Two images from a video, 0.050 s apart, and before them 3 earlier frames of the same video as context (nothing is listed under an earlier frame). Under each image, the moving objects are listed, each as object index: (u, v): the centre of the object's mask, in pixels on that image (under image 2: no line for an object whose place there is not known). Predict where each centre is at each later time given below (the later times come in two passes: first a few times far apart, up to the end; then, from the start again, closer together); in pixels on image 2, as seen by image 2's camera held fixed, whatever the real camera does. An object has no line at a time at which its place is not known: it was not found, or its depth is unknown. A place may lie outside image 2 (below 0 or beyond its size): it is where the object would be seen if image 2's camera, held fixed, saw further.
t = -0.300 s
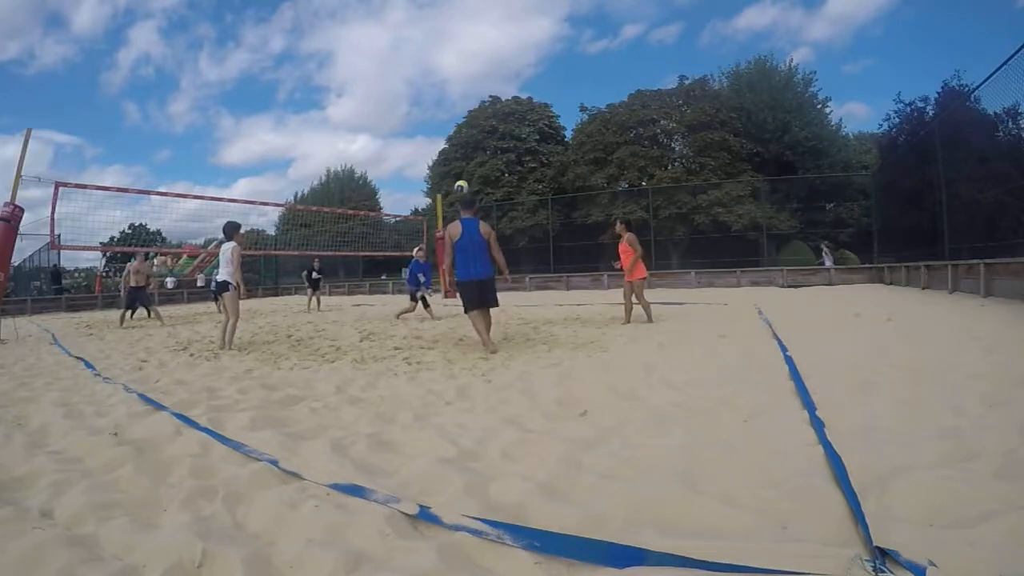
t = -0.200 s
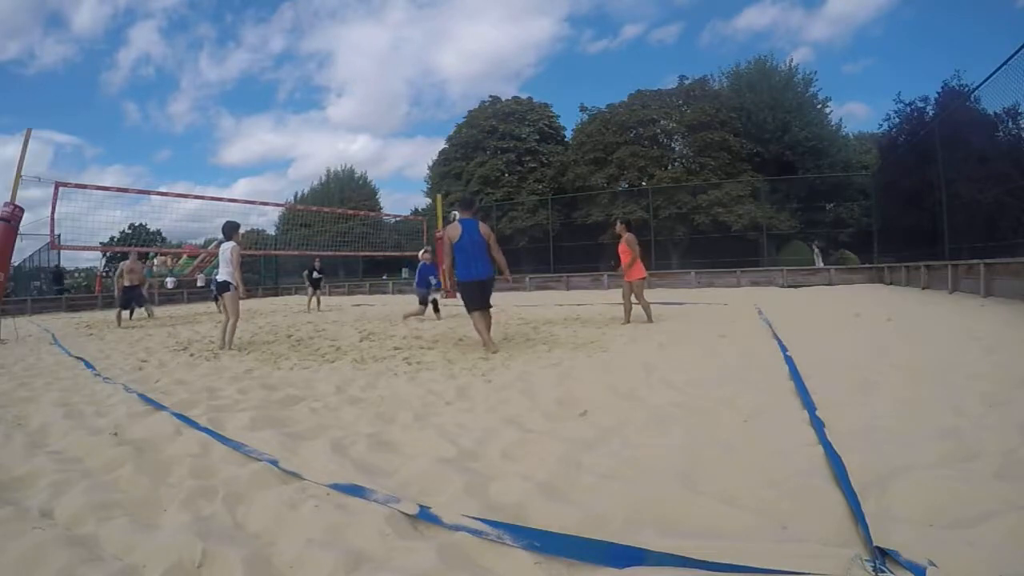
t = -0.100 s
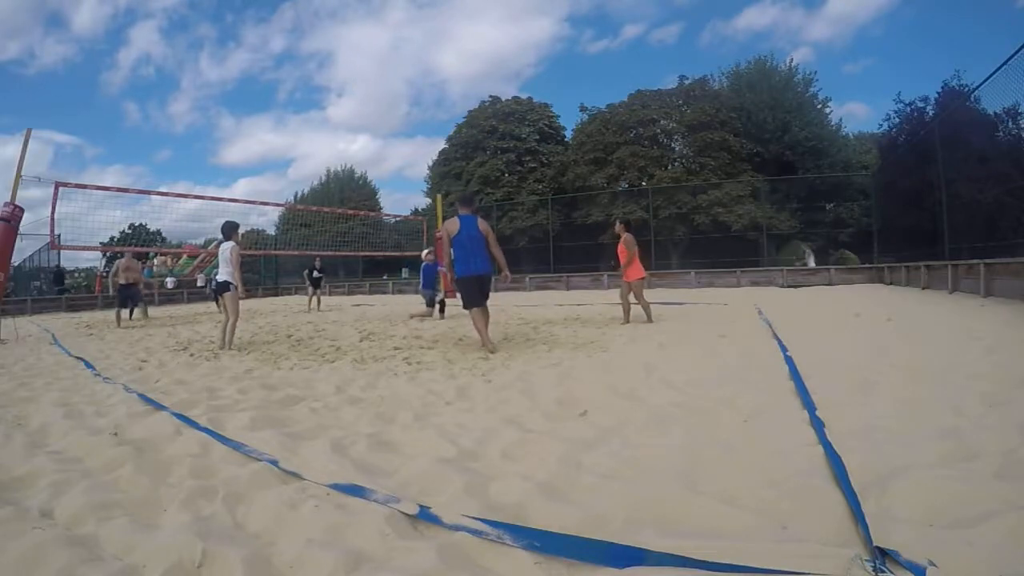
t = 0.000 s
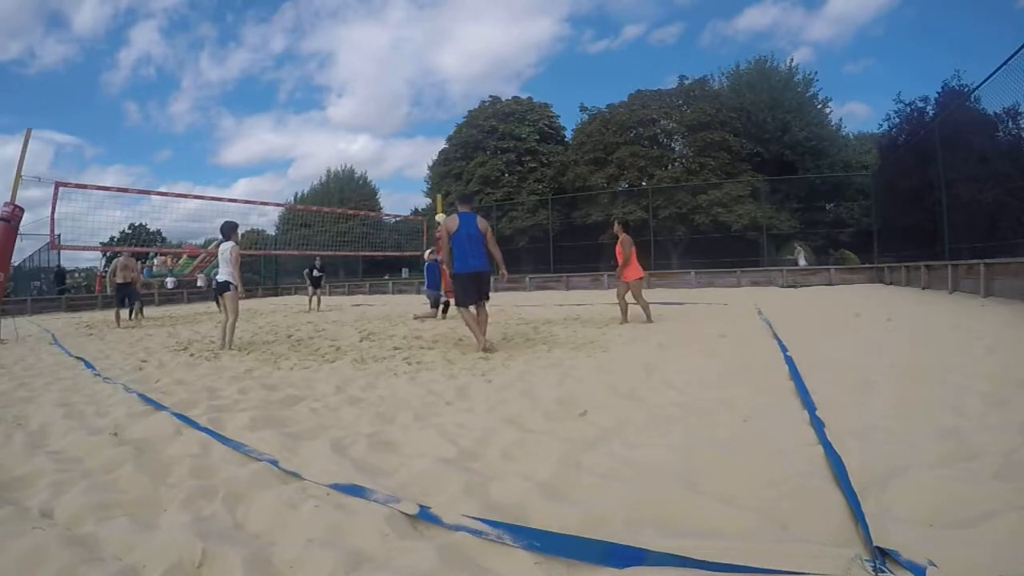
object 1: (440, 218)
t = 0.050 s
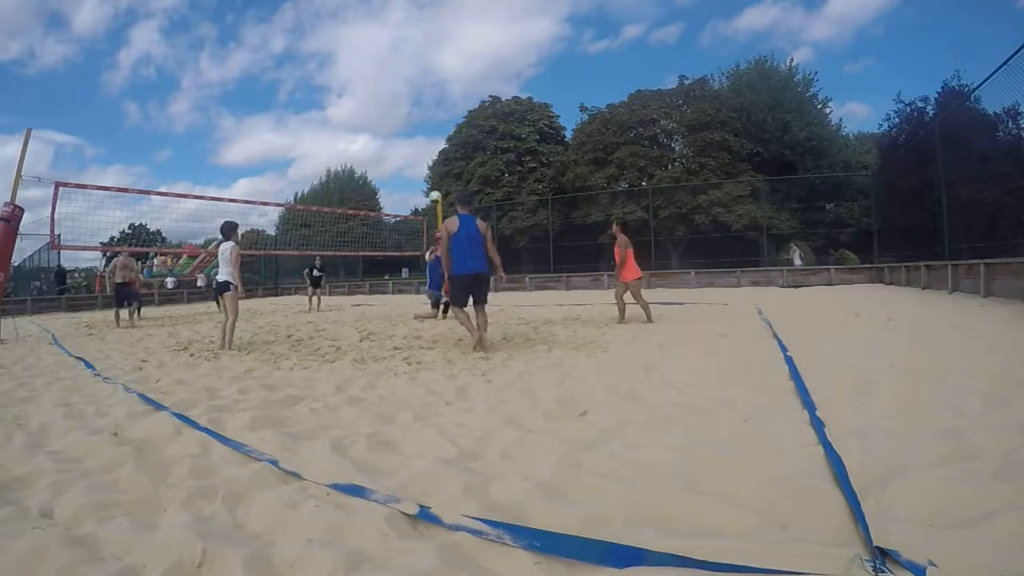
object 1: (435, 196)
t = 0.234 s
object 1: (416, 128)
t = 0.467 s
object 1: (395, 72)
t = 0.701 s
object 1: (374, 46)
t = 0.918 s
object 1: (354, 49)
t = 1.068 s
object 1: (341, 65)
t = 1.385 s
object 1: (309, 149)
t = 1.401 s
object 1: (308, 155)
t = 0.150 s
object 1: (426, 159)
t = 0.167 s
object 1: (424, 152)
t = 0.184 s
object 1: (422, 146)
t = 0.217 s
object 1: (418, 134)
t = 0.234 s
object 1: (416, 128)
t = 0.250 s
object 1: (415, 122)
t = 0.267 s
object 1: (414, 117)
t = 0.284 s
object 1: (411, 113)
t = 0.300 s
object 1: (410, 109)
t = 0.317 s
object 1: (408, 104)
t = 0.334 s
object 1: (406, 100)
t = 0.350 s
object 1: (405, 96)
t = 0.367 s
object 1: (404, 92)
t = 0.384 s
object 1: (402, 88)
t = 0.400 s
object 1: (401, 85)
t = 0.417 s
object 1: (400, 82)
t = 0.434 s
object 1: (398, 78)
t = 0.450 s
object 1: (396, 74)
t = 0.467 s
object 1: (395, 72)
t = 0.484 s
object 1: (393, 69)
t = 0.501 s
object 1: (392, 67)
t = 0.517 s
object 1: (391, 64)
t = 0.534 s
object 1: (389, 62)
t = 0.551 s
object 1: (388, 60)
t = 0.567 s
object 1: (387, 58)
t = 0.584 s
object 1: (385, 56)
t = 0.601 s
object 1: (384, 54)
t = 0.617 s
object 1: (382, 52)
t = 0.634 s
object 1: (381, 51)
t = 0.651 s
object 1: (379, 49)
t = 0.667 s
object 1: (377, 48)
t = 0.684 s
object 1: (376, 47)
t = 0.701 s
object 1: (374, 46)
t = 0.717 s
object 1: (373, 45)
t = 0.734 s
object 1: (371, 44)
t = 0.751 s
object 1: (370, 44)
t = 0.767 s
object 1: (368, 44)
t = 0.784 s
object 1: (366, 44)
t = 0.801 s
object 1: (365, 44)
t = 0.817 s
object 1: (363, 44)
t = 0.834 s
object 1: (362, 44)
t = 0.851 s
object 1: (360, 45)
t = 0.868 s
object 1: (359, 46)
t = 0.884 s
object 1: (357, 46)
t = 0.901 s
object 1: (355, 47)
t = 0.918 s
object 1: (354, 49)
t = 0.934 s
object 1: (353, 50)
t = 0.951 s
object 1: (351, 51)
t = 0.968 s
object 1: (350, 53)
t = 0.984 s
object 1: (348, 55)
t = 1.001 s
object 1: (347, 57)
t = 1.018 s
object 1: (345, 59)
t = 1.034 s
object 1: (343, 61)
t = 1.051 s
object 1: (342, 63)
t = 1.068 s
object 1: (341, 65)
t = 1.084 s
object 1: (339, 68)
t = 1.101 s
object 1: (337, 71)
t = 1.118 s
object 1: (335, 73)
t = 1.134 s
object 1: (334, 77)
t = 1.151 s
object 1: (332, 80)
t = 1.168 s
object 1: (331, 83)
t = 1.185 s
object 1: (328, 88)
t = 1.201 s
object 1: (327, 92)
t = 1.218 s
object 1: (326, 95)
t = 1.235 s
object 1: (324, 100)
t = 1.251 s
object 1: (321, 105)
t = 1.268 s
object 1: (320, 109)
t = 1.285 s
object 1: (318, 114)
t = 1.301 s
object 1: (317, 120)
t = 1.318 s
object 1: (315, 125)
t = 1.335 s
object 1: (314, 132)
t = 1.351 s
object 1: (313, 137)
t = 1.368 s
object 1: (311, 142)
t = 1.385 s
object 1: (309, 149)
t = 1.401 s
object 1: (308, 155)
